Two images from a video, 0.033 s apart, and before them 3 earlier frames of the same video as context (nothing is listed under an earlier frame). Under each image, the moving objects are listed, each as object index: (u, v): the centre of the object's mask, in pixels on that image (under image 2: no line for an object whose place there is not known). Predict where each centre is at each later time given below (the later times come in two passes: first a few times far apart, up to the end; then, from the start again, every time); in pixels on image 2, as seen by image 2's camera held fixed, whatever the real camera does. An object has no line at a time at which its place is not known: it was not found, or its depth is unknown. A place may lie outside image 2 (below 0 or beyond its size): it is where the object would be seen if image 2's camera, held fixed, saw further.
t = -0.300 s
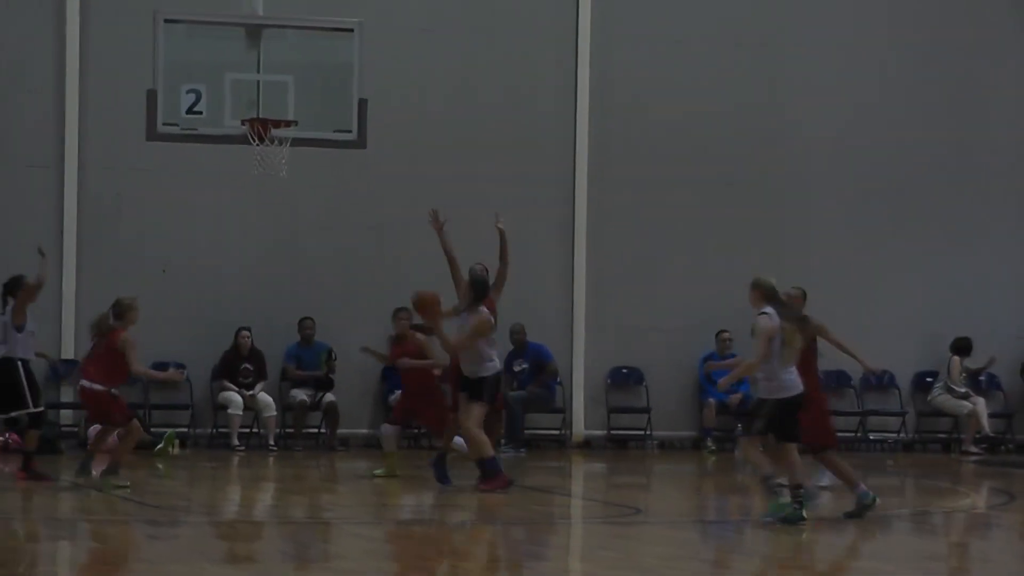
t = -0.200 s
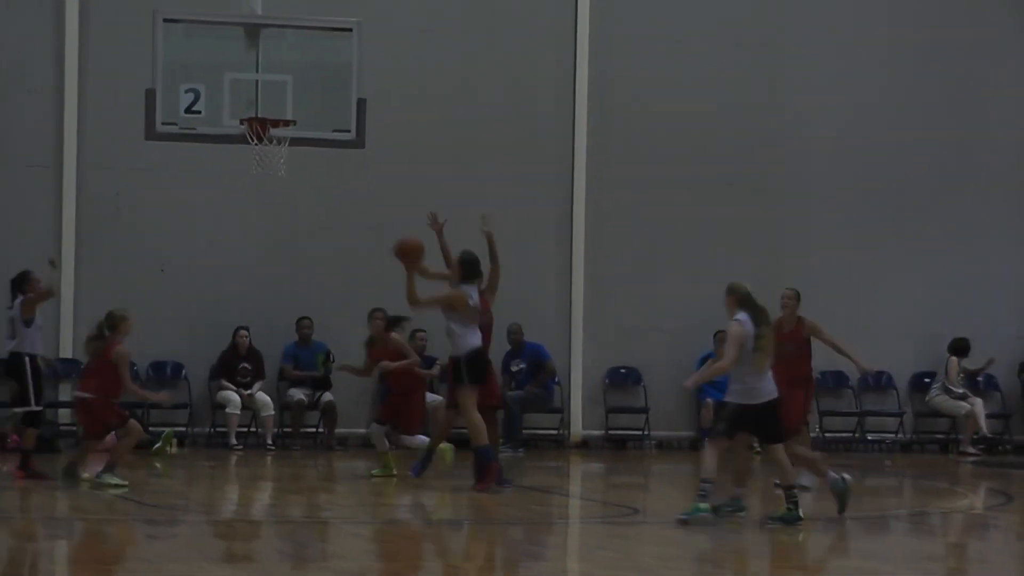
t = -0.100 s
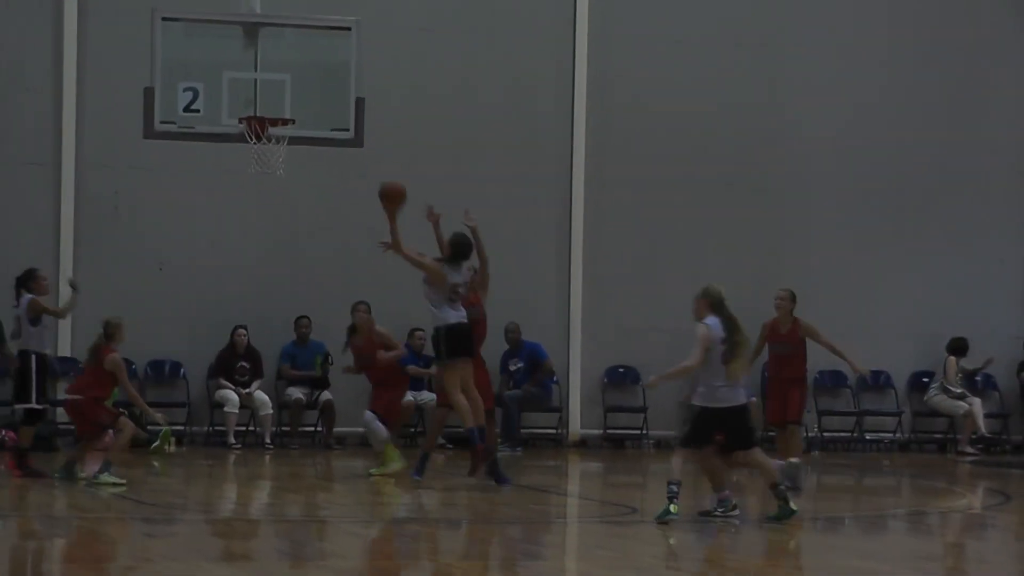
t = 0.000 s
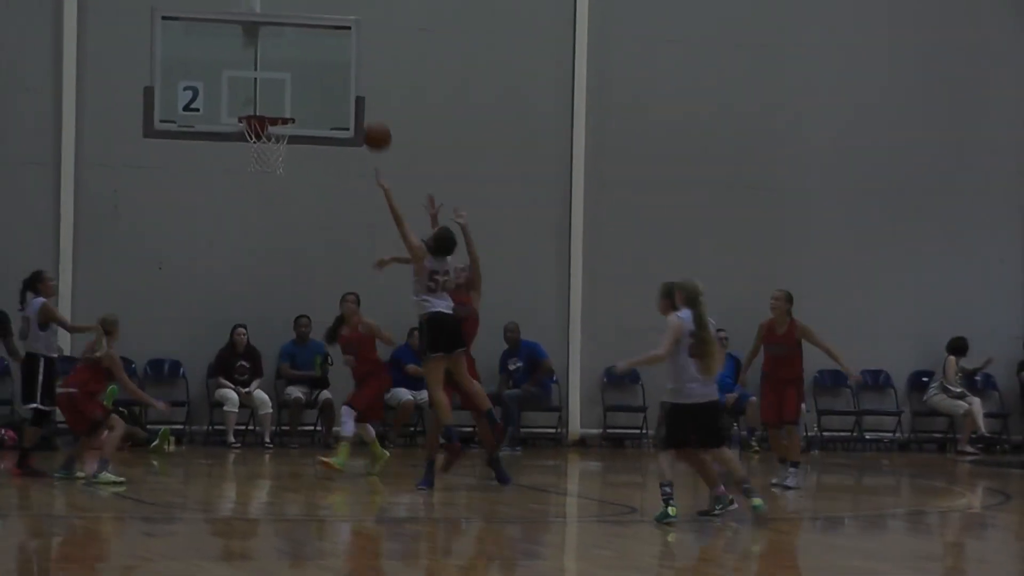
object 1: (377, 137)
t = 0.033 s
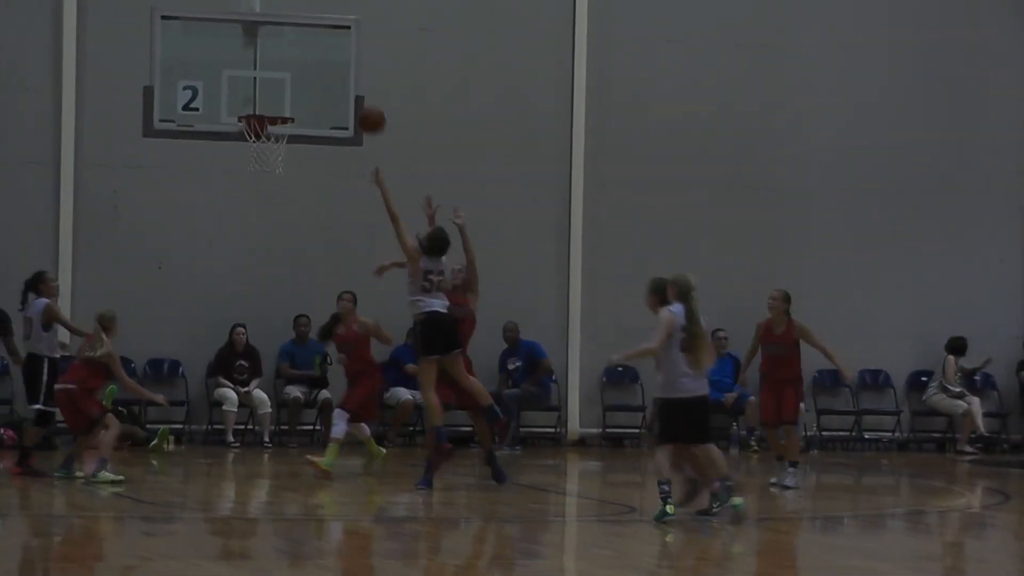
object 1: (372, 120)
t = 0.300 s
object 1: (330, 38)
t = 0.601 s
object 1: (284, 48)
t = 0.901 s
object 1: (272, 142)
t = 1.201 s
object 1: (267, 166)
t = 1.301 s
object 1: (266, 194)
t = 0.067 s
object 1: (366, 105)
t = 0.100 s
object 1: (361, 91)
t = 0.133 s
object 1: (355, 79)
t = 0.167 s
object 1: (351, 68)
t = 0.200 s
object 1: (345, 59)
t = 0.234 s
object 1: (340, 51)
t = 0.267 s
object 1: (335, 44)
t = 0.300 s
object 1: (330, 38)
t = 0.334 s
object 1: (325, 35)
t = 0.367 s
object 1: (319, 32)
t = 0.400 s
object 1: (314, 30)
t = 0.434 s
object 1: (309, 30)
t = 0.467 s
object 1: (304, 31)
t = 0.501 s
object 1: (299, 33)
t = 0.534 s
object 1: (295, 37)
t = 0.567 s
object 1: (289, 42)
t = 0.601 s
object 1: (284, 48)
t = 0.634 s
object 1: (279, 56)
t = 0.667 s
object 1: (274, 64)
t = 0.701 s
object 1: (270, 74)
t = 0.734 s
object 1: (265, 85)
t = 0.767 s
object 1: (266, 94)
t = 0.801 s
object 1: (267, 104)
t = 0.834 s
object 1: (269, 115)
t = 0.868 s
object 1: (271, 129)
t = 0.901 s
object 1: (272, 142)
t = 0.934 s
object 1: (271, 147)
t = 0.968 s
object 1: (270, 149)
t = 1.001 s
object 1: (270, 148)
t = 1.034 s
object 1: (270, 148)
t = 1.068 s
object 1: (269, 153)
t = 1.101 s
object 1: (269, 154)
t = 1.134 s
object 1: (268, 157)
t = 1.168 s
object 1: (268, 160)
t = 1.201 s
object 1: (267, 166)
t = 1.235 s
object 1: (267, 175)
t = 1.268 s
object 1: (266, 184)
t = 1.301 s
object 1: (266, 194)
